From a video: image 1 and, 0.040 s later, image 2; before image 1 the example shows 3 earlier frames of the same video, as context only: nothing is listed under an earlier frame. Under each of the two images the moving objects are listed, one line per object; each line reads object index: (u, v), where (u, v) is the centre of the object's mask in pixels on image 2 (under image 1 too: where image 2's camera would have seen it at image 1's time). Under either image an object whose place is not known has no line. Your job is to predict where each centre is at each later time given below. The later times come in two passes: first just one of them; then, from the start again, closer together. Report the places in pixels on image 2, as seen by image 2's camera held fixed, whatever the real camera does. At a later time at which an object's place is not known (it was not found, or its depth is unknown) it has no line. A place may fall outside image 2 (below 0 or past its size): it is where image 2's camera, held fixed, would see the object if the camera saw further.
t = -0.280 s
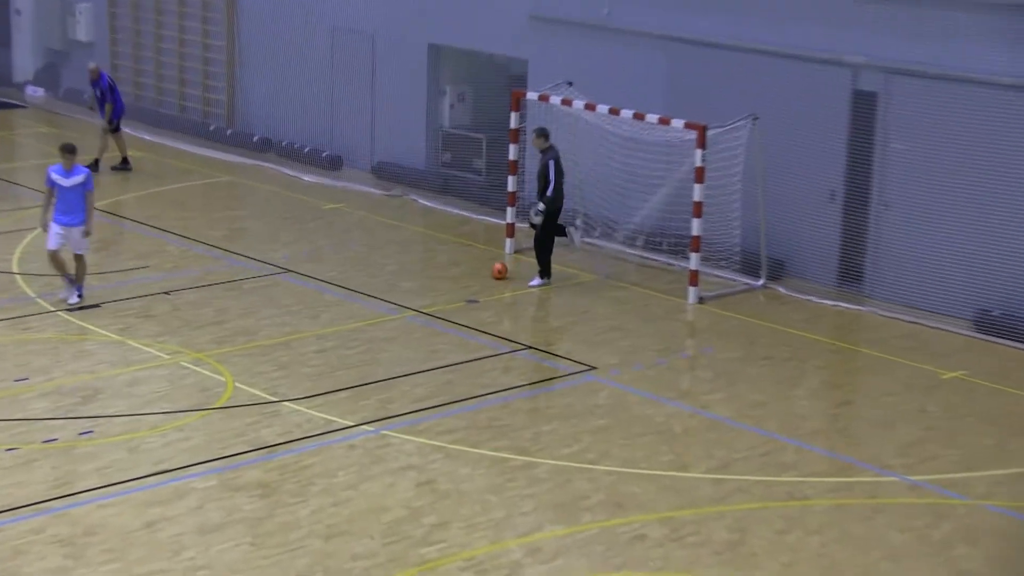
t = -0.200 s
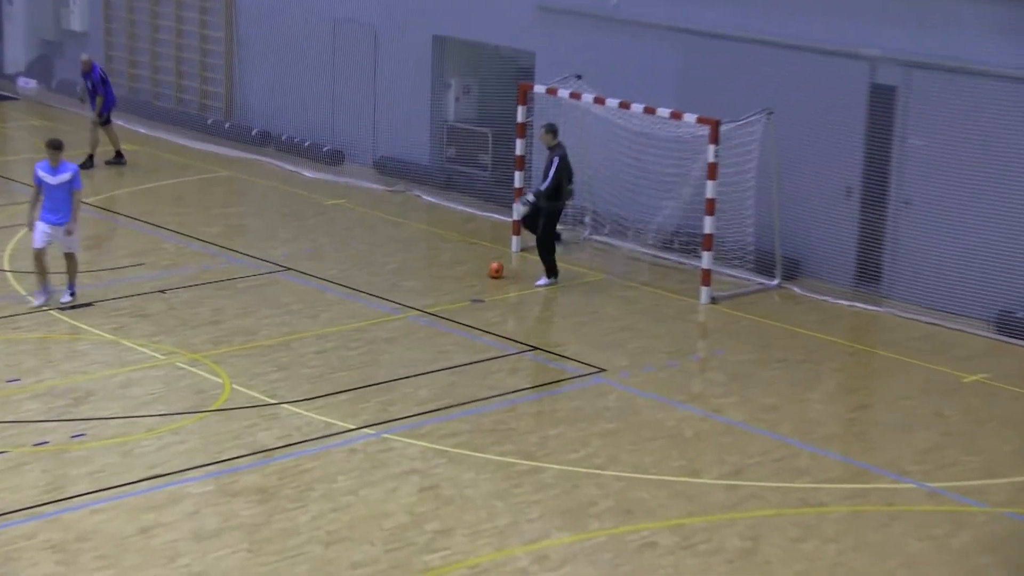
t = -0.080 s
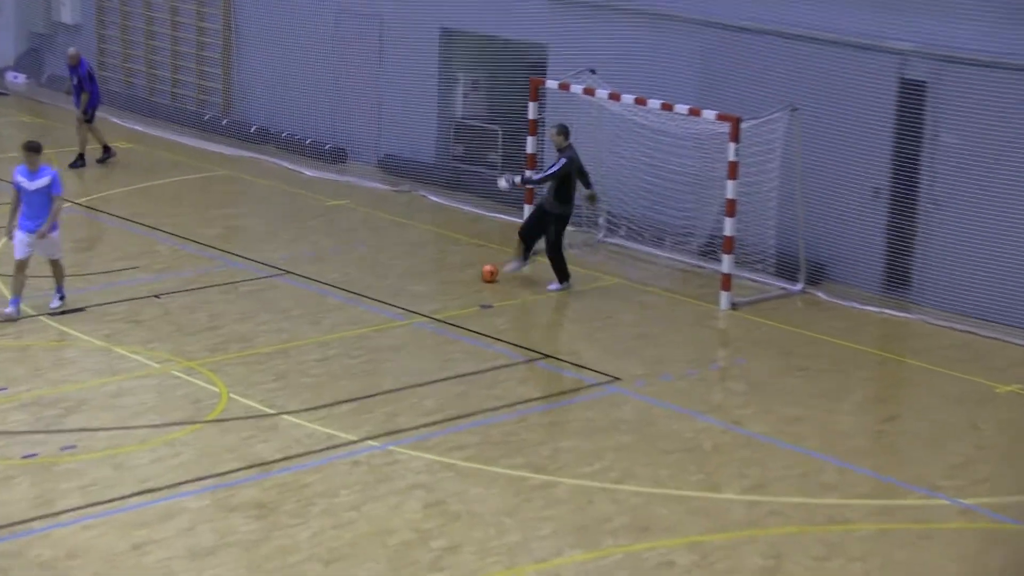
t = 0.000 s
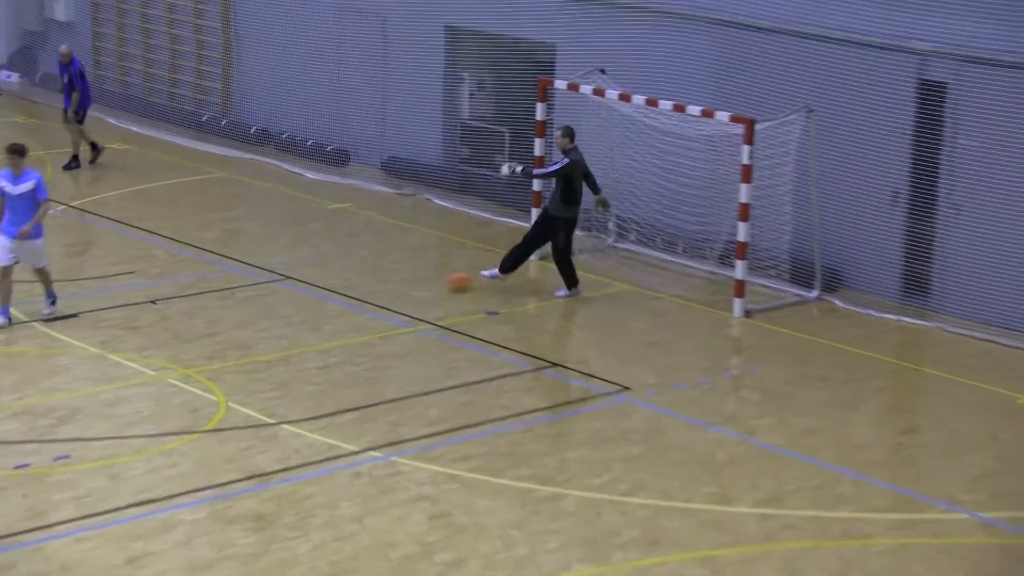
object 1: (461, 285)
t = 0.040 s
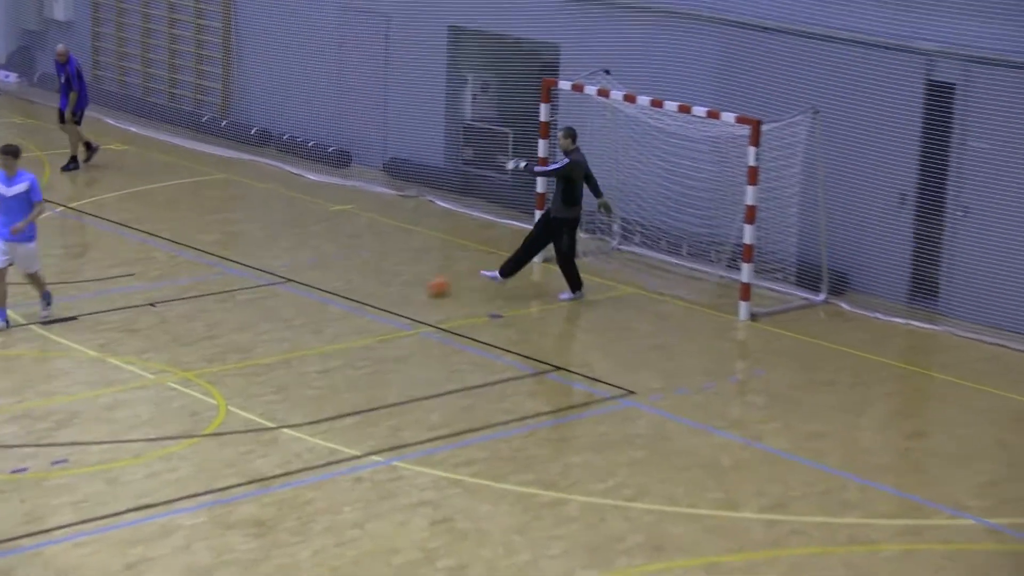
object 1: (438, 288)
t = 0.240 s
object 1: (317, 302)
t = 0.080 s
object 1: (412, 290)
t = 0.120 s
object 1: (389, 293)
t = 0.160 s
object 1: (365, 296)
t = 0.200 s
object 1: (341, 300)
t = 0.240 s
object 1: (317, 302)
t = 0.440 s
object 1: (207, 312)
